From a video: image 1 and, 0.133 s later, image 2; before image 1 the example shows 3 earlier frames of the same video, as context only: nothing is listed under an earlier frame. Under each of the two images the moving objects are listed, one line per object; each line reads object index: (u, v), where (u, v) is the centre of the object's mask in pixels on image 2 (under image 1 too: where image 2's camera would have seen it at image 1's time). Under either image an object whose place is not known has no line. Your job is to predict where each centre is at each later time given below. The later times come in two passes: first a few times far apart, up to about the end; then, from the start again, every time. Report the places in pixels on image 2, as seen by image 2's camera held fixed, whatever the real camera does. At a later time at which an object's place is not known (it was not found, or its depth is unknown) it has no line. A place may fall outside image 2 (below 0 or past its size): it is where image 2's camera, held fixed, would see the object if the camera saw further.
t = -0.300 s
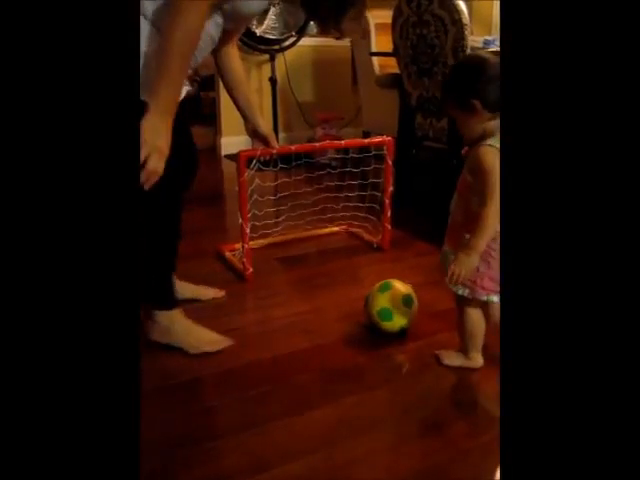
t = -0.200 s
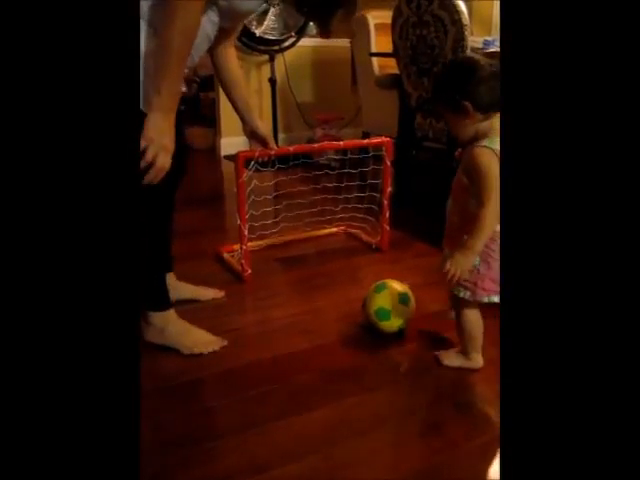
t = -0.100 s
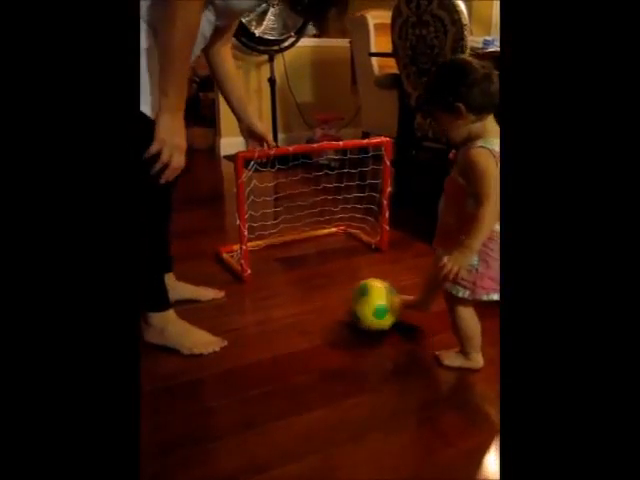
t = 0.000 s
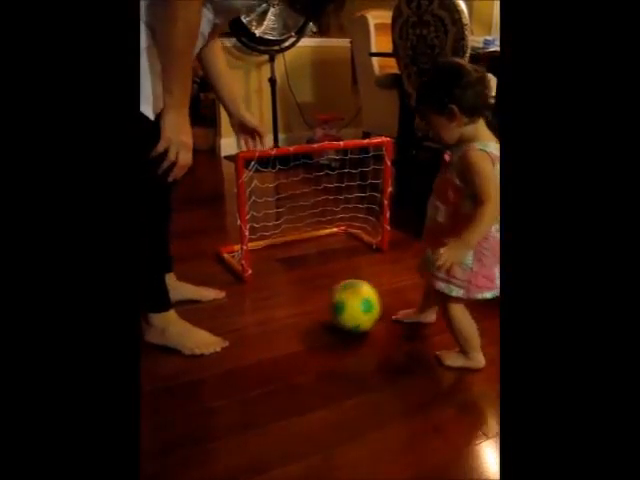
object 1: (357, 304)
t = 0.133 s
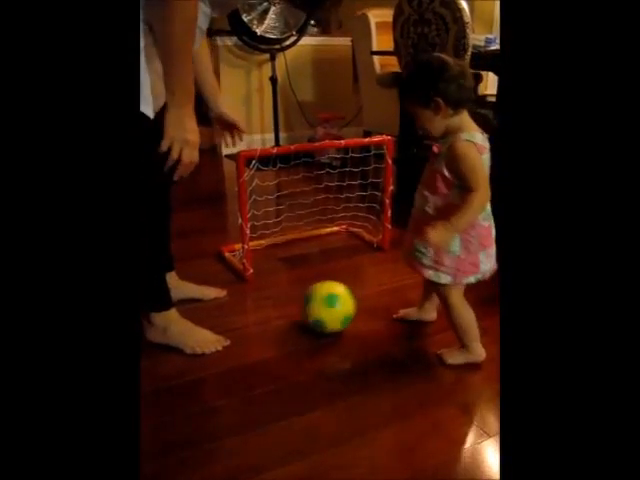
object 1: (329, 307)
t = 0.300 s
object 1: (298, 307)
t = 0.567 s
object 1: (256, 306)
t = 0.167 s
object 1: (322, 307)
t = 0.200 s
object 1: (316, 307)
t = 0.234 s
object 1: (310, 307)
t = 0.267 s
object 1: (304, 307)
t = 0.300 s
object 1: (298, 307)
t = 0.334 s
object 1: (293, 306)
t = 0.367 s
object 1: (287, 306)
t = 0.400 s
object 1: (281, 307)
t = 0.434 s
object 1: (276, 307)
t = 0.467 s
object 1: (271, 306)
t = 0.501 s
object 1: (266, 306)
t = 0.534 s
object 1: (261, 306)
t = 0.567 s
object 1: (256, 306)
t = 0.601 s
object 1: (250, 306)
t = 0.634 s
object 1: (245, 306)
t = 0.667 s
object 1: (239, 307)
